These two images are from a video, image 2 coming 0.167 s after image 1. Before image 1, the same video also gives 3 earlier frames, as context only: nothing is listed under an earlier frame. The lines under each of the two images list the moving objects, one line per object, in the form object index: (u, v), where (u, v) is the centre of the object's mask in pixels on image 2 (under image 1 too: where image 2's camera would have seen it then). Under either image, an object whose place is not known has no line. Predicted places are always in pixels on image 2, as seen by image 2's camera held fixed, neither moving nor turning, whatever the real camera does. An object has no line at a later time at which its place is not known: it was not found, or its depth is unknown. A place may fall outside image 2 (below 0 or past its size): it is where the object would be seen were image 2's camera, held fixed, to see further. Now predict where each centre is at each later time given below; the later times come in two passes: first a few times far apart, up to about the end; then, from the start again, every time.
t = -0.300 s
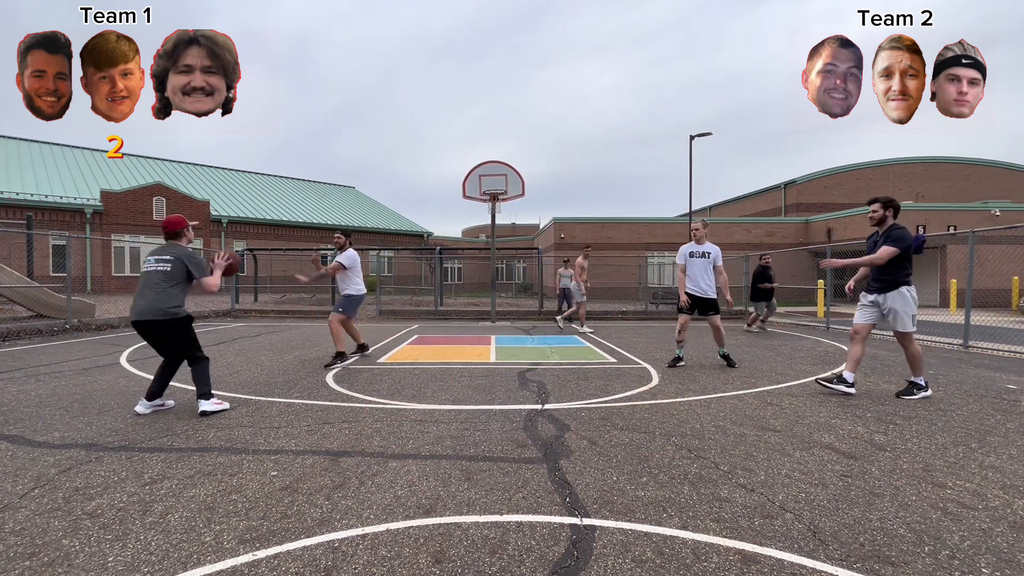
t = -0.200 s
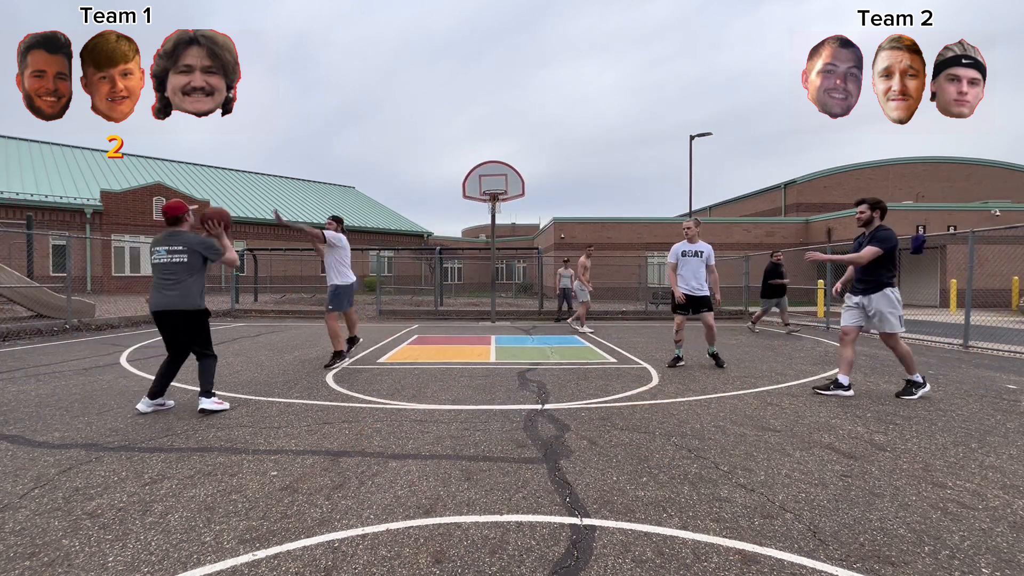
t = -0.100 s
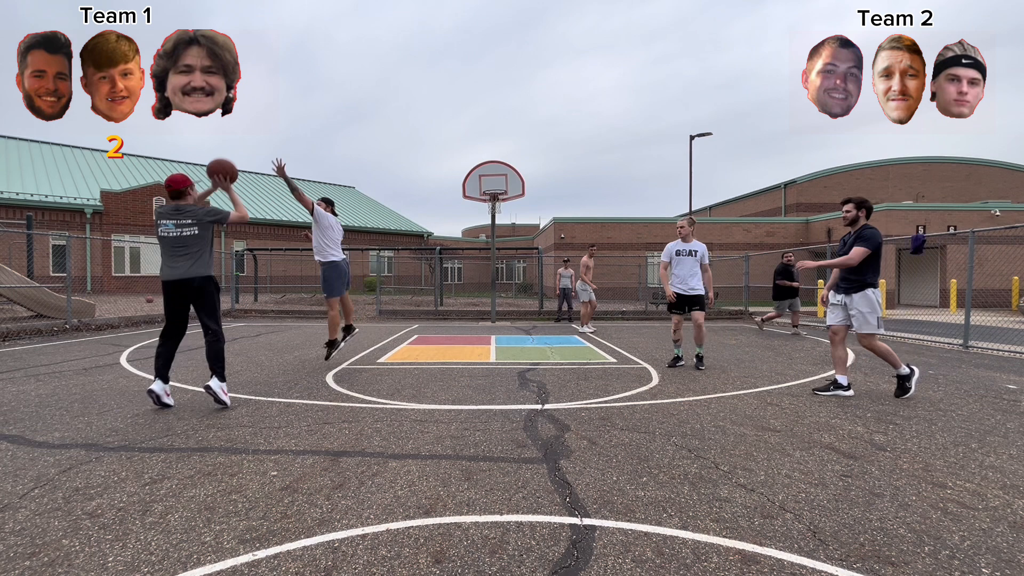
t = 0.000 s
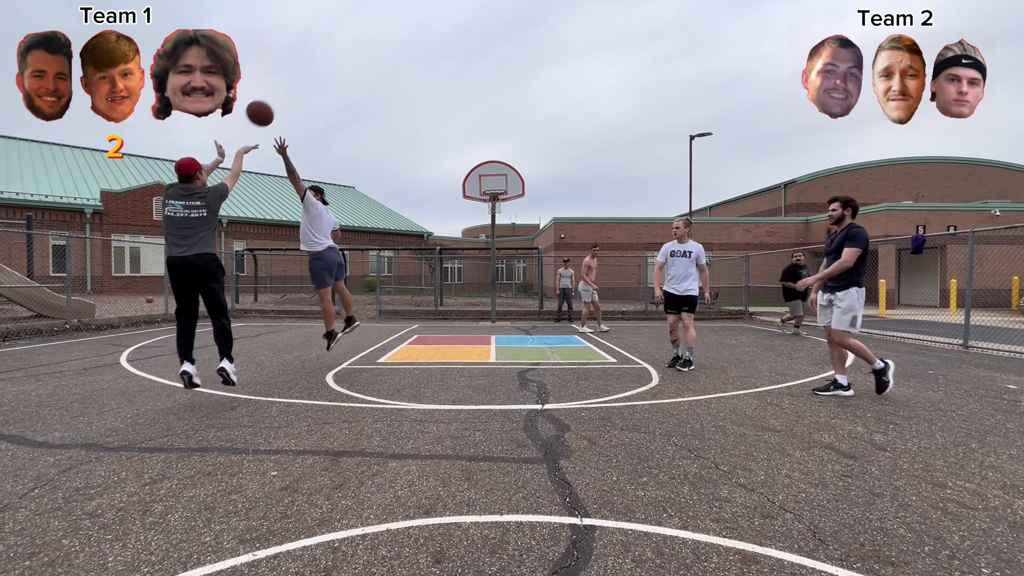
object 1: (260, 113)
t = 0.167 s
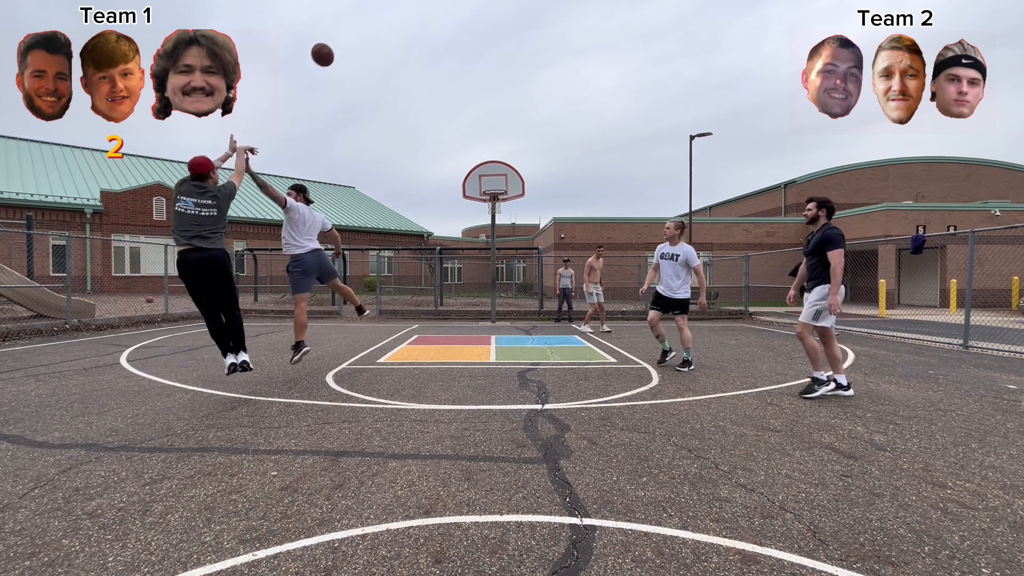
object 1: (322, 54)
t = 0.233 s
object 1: (342, 42)
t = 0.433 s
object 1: (390, 31)
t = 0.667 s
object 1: (431, 52)
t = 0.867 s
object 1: (456, 90)
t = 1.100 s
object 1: (480, 148)
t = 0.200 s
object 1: (333, 47)
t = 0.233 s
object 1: (342, 42)
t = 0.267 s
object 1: (351, 38)
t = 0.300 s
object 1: (360, 34)
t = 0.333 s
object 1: (368, 33)
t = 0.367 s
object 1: (376, 31)
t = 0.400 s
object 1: (383, 31)
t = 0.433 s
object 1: (390, 31)
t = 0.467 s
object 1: (397, 32)
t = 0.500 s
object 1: (403, 34)
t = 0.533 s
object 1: (409, 37)
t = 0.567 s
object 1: (415, 40)
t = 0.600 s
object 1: (420, 44)
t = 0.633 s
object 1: (425, 48)
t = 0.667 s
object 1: (431, 52)
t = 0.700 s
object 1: (435, 58)
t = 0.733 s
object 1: (440, 63)
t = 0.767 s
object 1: (444, 69)
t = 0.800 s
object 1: (448, 76)
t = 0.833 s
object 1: (452, 83)
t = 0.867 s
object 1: (456, 90)
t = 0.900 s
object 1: (460, 98)
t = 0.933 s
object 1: (464, 105)
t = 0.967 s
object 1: (467, 113)
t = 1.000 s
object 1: (471, 122)
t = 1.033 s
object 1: (474, 131)
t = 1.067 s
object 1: (477, 139)
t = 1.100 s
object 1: (480, 148)
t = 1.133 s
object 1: (483, 158)
